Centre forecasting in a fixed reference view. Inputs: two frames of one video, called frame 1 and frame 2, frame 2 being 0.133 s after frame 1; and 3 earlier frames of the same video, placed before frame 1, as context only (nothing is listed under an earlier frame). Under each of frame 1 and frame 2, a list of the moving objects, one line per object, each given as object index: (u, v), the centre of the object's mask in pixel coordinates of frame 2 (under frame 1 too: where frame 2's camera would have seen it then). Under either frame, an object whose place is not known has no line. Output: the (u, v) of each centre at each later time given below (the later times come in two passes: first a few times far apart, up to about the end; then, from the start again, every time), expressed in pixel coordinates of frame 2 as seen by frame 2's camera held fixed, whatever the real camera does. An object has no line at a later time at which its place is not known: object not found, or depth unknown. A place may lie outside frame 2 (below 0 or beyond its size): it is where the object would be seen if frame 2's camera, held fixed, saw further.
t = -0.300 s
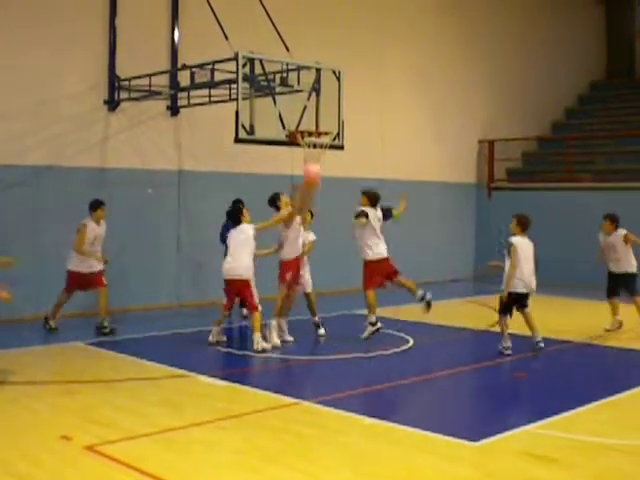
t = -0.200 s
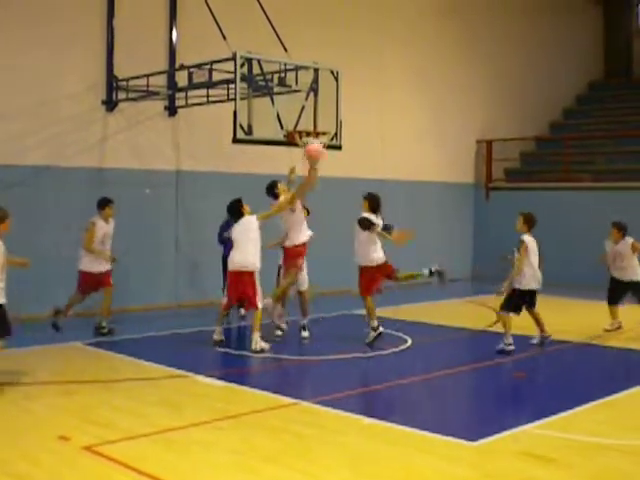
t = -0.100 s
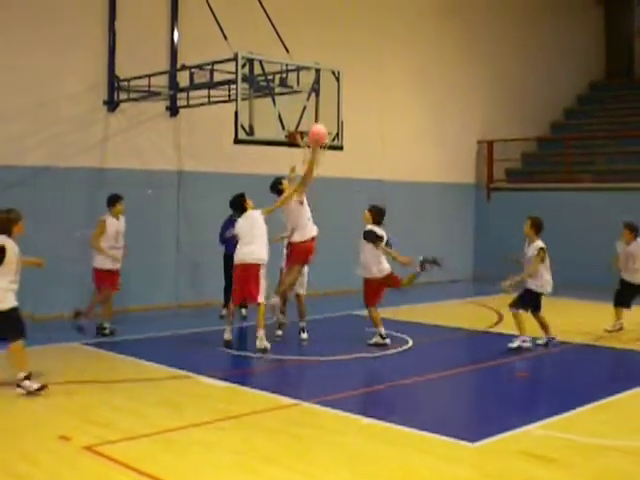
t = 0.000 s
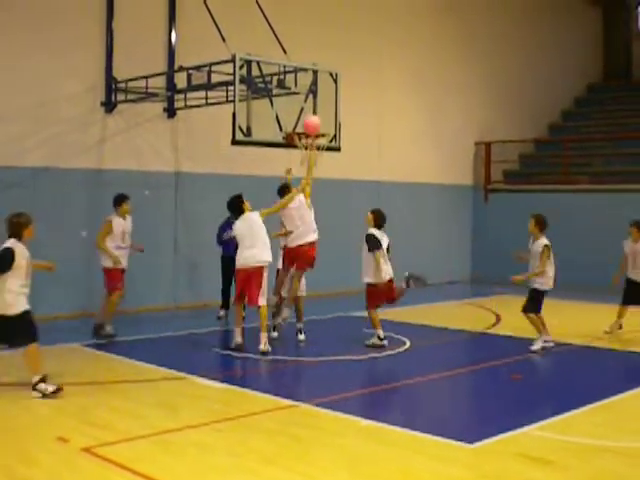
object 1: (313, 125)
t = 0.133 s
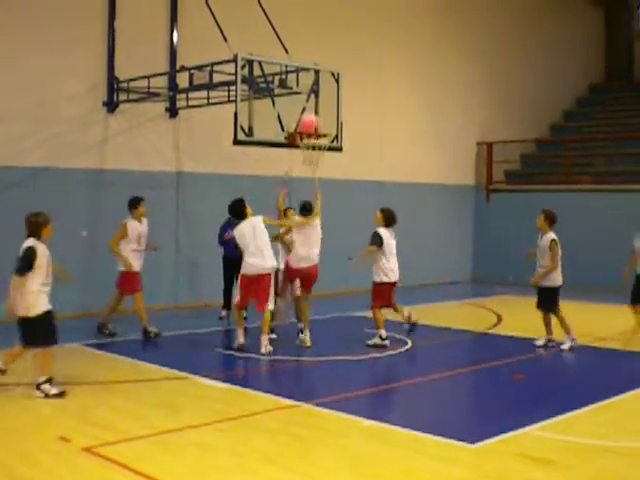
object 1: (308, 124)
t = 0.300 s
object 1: (307, 131)
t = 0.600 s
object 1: (325, 148)
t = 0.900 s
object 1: (305, 155)
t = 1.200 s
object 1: (304, 171)
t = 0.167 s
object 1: (306, 124)
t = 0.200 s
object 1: (305, 125)
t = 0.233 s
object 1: (304, 127)
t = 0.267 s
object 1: (304, 129)
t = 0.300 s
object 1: (307, 131)
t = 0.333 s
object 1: (311, 133)
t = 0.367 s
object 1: (316, 137)
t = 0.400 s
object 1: (320, 140)
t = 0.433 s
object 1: (323, 144)
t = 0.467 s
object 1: (326, 147)
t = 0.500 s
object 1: (327, 148)
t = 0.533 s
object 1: (326, 148)
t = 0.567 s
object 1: (326, 148)
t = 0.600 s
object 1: (325, 148)
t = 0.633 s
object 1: (325, 148)
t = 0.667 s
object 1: (323, 149)
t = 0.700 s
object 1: (321, 150)
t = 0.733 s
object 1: (319, 152)
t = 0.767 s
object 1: (316, 153)
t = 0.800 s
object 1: (312, 154)
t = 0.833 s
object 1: (310, 154)
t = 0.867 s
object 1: (307, 154)
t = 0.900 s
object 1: (305, 155)
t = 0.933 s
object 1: (304, 155)
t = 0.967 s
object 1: (302, 156)
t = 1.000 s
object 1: (302, 156)
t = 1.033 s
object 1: (302, 157)
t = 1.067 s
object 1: (302, 158)
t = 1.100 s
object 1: (303, 161)
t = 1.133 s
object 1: (303, 163)
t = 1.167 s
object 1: (304, 165)
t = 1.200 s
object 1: (304, 171)
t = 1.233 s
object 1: (305, 176)
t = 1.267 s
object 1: (305, 183)
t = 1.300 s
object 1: (306, 189)
